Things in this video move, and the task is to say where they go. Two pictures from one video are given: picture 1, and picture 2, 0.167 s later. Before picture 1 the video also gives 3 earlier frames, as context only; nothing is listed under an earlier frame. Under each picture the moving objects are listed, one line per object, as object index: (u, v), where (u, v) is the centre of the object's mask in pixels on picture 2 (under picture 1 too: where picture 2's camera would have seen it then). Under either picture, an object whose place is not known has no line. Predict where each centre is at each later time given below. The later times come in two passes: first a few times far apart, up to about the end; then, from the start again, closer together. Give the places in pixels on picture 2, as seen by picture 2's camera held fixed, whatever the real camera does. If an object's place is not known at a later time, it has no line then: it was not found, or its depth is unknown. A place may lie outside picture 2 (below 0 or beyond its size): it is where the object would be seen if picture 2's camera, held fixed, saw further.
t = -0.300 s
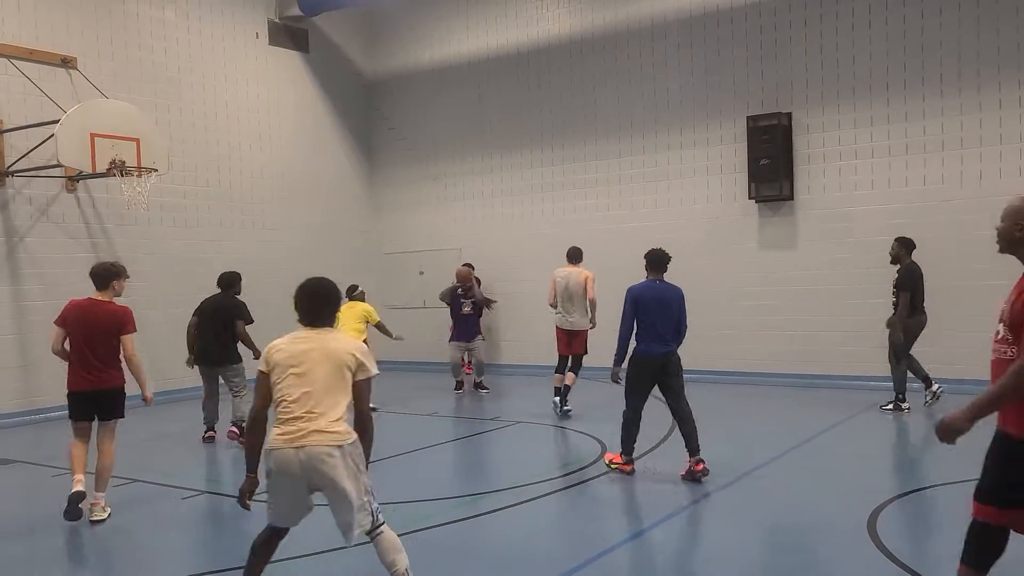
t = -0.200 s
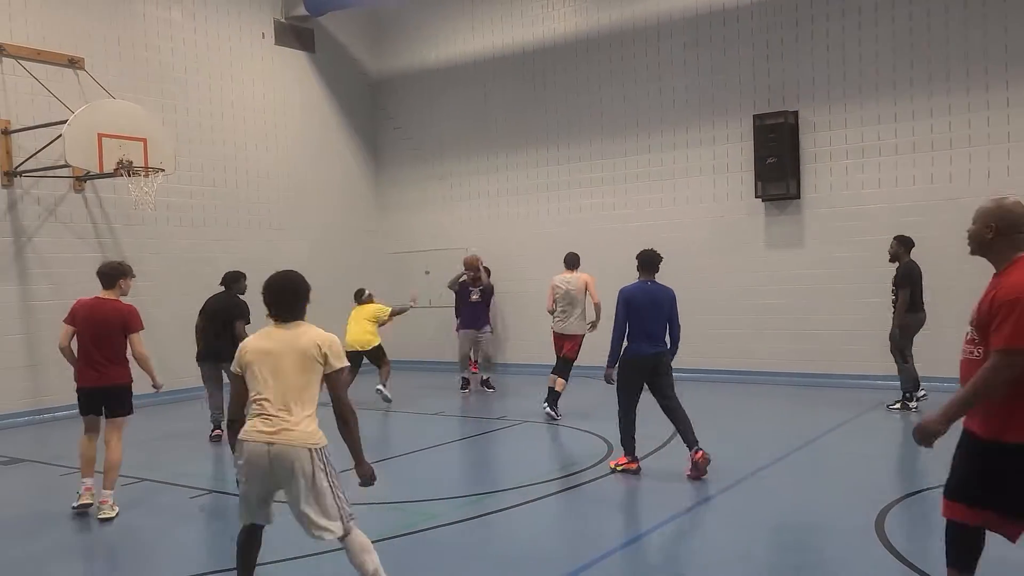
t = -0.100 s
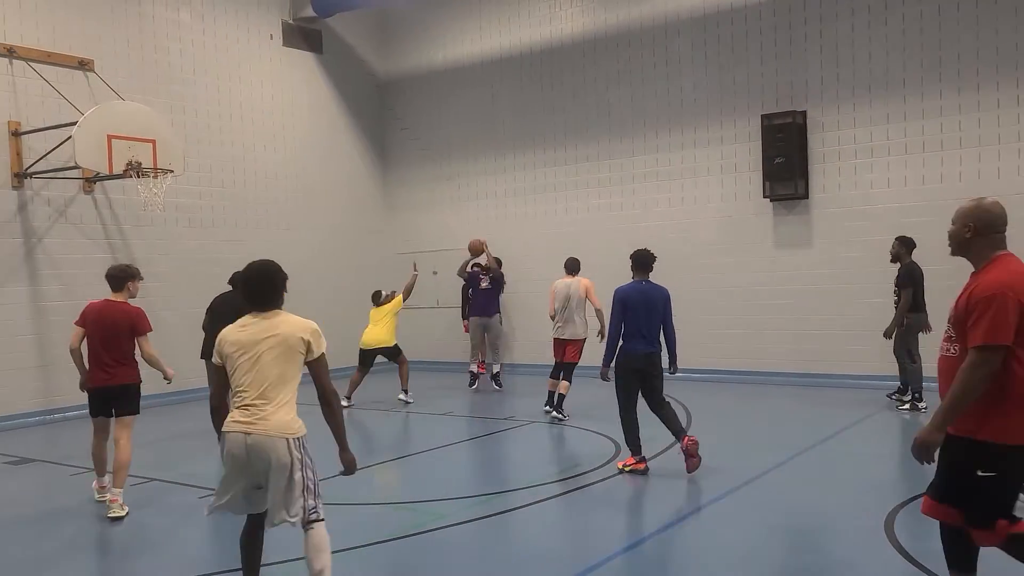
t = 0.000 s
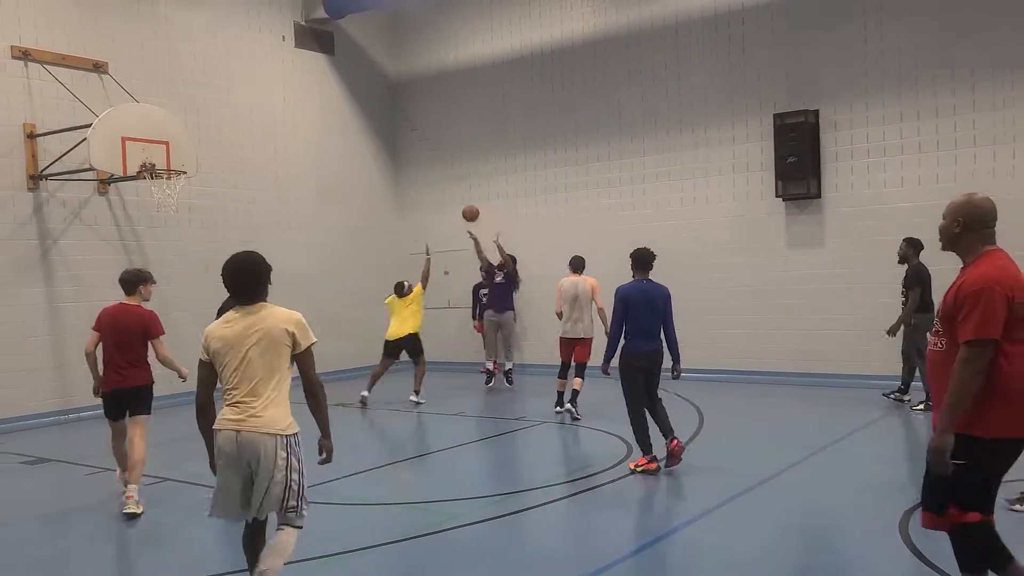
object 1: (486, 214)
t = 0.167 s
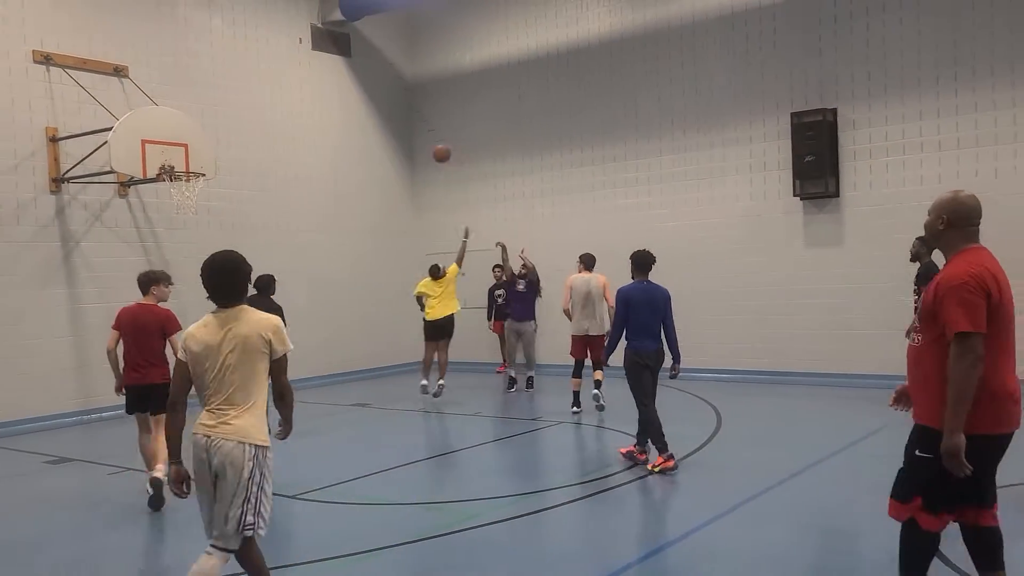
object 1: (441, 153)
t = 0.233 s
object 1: (423, 134)
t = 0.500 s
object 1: (350, 89)
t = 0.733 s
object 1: (284, 93)
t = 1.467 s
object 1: (148, 244)
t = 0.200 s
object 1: (432, 143)
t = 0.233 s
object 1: (423, 134)
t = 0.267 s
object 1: (415, 126)
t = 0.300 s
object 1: (405, 118)
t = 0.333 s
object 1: (396, 111)
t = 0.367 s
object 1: (387, 106)
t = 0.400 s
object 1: (377, 100)
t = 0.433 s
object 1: (368, 95)
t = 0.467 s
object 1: (359, 92)
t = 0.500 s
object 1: (350, 89)
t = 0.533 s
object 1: (341, 87)
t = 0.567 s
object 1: (332, 86)
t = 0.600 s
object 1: (322, 86)
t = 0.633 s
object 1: (313, 86)
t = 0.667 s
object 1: (303, 87)
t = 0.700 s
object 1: (294, 90)
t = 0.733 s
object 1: (284, 93)
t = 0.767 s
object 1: (275, 97)
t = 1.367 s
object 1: (154, 219)
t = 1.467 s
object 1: (148, 244)
